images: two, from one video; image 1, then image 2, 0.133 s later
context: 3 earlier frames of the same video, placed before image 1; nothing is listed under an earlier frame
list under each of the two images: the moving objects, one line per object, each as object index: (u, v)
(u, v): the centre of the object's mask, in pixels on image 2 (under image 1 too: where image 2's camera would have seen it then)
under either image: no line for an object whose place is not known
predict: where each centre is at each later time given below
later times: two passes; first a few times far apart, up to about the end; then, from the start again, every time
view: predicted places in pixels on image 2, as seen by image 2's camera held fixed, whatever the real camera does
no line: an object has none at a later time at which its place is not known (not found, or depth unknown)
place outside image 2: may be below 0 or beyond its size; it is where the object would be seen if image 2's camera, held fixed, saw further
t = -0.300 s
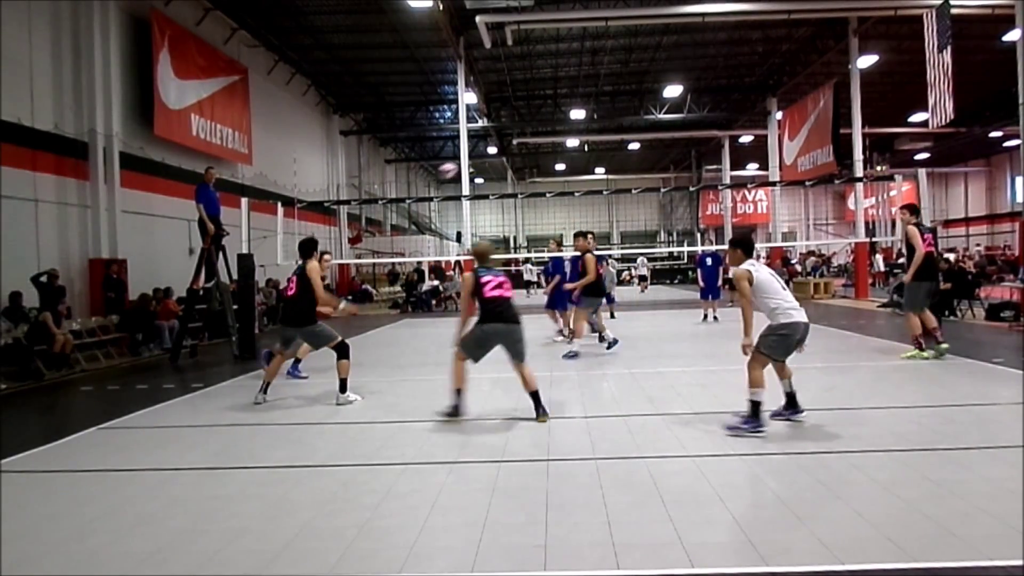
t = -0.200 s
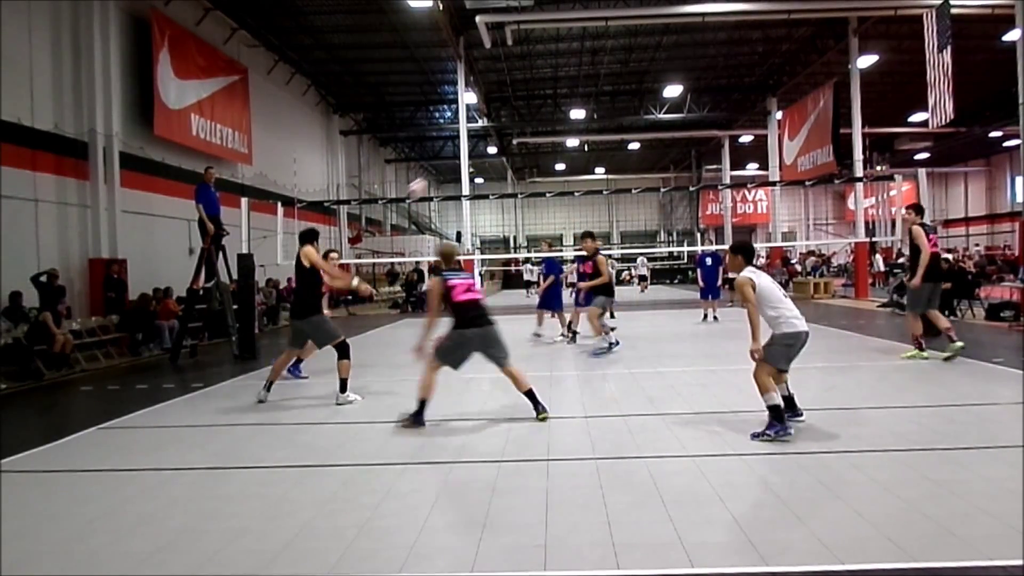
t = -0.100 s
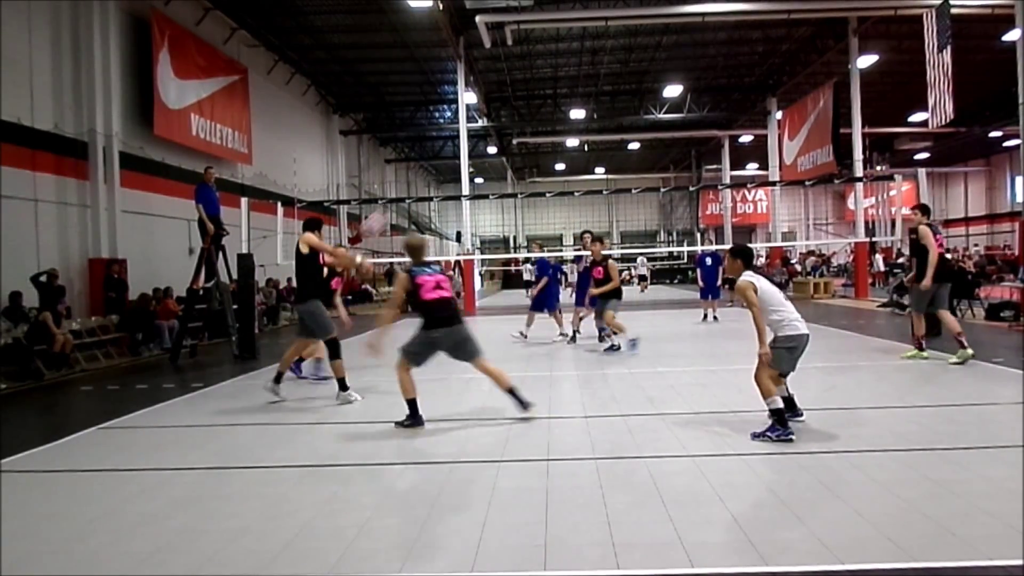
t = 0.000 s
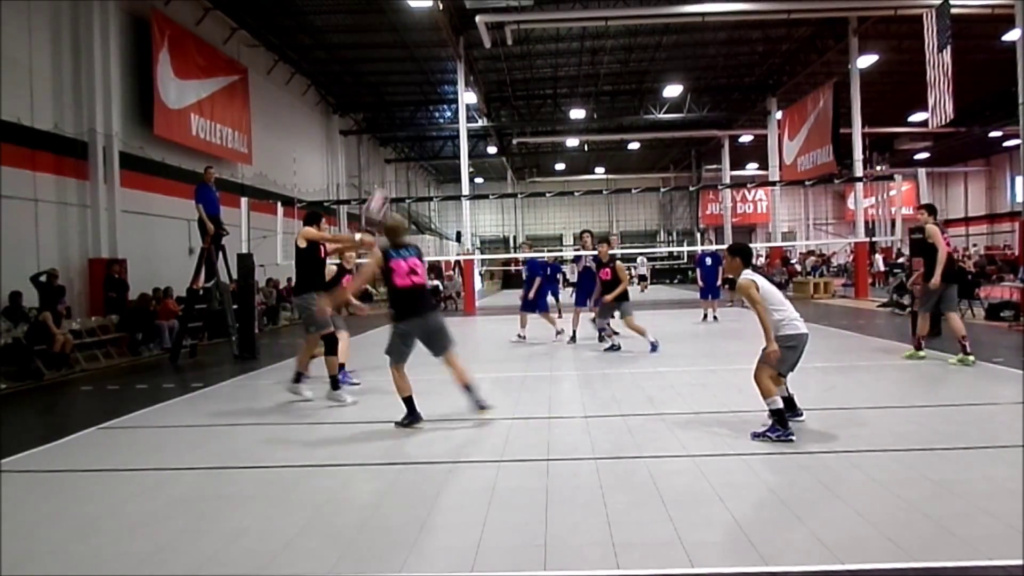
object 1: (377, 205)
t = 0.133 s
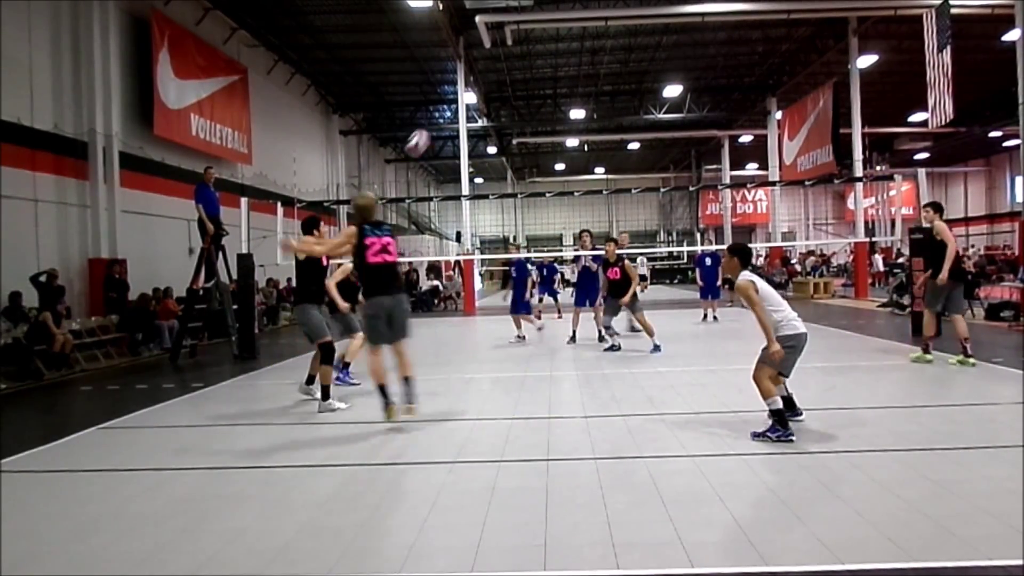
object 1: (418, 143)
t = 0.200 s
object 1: (437, 120)
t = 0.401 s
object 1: (489, 83)
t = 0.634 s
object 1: (540, 84)
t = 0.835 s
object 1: (580, 117)
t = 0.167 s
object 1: (427, 131)
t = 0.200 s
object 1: (437, 120)
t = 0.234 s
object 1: (446, 110)
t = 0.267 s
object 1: (454, 103)
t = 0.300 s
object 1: (463, 95)
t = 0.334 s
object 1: (475, 89)
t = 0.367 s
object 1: (481, 86)
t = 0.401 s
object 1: (489, 83)
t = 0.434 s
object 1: (497, 81)
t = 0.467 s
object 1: (504, 80)
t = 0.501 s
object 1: (512, 79)
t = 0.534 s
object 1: (519, 79)
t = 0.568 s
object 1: (527, 80)
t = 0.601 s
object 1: (534, 82)
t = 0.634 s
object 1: (540, 84)
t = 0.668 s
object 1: (547, 88)
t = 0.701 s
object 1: (554, 92)
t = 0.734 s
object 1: (560, 98)
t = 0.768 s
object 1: (566, 103)
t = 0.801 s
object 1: (571, 107)
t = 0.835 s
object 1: (580, 117)
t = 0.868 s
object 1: (586, 124)
